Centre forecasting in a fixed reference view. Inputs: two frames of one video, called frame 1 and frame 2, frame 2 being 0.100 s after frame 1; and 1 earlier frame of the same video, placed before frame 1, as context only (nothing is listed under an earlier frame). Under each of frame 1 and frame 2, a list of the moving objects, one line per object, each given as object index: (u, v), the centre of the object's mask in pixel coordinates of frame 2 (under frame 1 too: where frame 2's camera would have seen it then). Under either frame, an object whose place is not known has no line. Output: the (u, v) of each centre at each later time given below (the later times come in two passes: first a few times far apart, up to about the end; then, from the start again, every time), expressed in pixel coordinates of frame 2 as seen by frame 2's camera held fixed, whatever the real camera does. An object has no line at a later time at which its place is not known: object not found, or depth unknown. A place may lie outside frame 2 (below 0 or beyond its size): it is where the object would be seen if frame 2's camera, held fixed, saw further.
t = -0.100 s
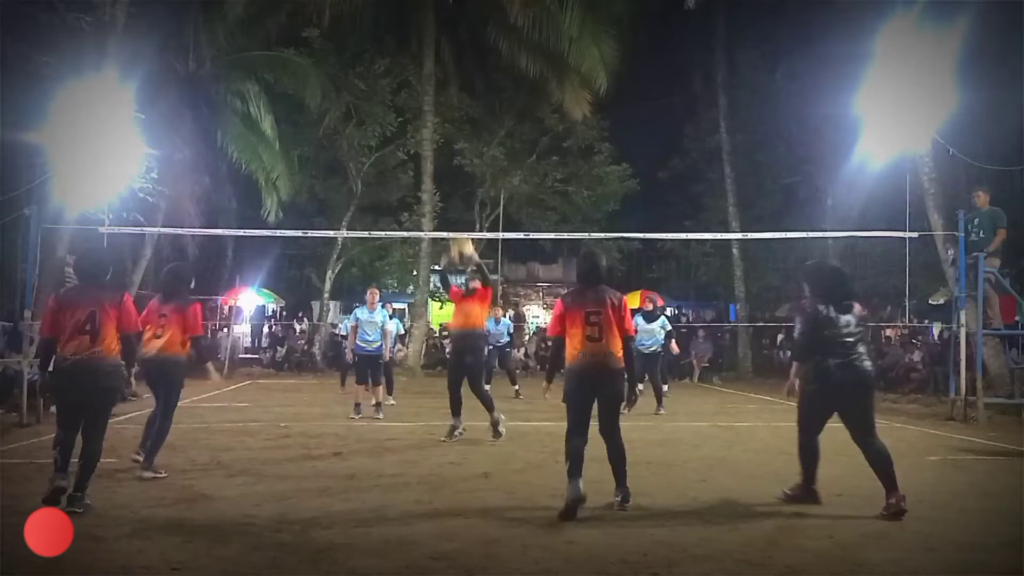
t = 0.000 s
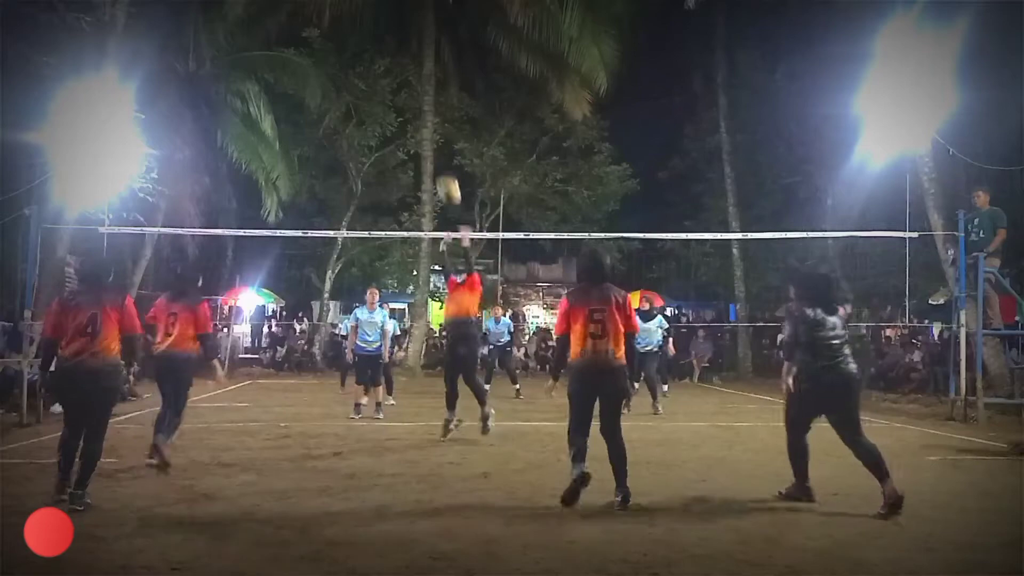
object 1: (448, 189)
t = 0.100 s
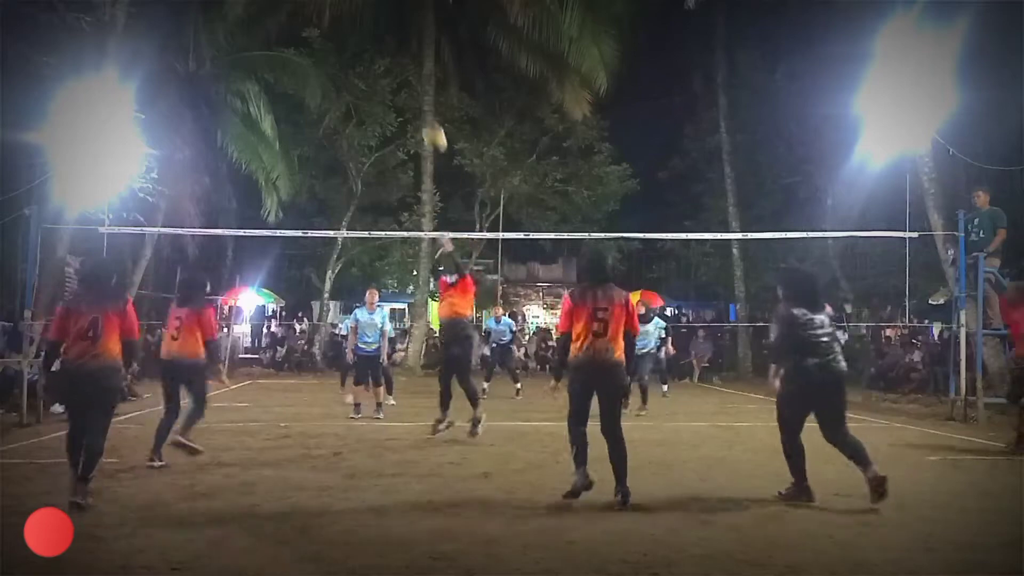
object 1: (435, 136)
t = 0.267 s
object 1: (411, 74)
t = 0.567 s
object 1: (370, 32)
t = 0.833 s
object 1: (335, 64)
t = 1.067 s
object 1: (304, 142)
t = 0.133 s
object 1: (430, 122)
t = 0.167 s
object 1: (425, 108)
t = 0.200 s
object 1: (421, 96)
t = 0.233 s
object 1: (416, 83)
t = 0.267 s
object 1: (411, 74)
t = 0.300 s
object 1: (407, 65)
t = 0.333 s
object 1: (402, 57)
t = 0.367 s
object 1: (398, 50)
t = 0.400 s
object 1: (393, 45)
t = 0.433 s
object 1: (389, 40)
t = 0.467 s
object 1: (384, 37)
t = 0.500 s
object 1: (380, 34)
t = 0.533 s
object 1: (375, 33)
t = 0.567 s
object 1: (370, 32)
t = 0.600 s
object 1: (366, 33)
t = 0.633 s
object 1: (361, 34)
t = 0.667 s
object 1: (357, 37)
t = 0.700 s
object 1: (352, 40)
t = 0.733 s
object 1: (348, 45)
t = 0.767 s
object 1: (344, 50)
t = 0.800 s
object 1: (339, 57)
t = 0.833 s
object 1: (335, 64)
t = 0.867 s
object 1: (330, 72)
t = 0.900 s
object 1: (326, 81)
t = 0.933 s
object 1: (322, 91)
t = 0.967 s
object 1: (317, 104)
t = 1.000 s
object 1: (312, 116)
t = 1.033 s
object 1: (308, 129)
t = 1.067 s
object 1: (304, 142)
